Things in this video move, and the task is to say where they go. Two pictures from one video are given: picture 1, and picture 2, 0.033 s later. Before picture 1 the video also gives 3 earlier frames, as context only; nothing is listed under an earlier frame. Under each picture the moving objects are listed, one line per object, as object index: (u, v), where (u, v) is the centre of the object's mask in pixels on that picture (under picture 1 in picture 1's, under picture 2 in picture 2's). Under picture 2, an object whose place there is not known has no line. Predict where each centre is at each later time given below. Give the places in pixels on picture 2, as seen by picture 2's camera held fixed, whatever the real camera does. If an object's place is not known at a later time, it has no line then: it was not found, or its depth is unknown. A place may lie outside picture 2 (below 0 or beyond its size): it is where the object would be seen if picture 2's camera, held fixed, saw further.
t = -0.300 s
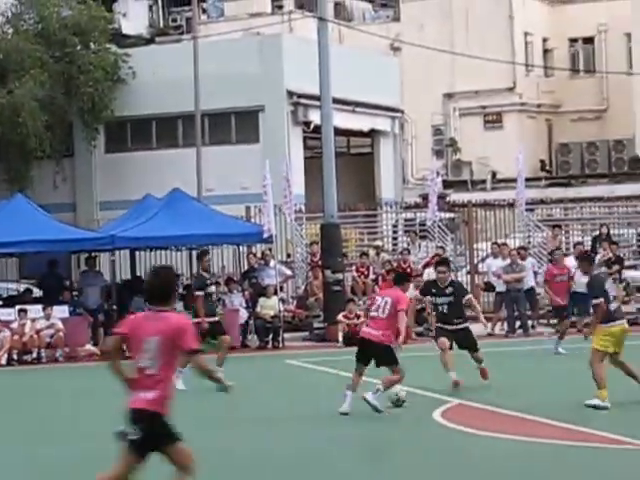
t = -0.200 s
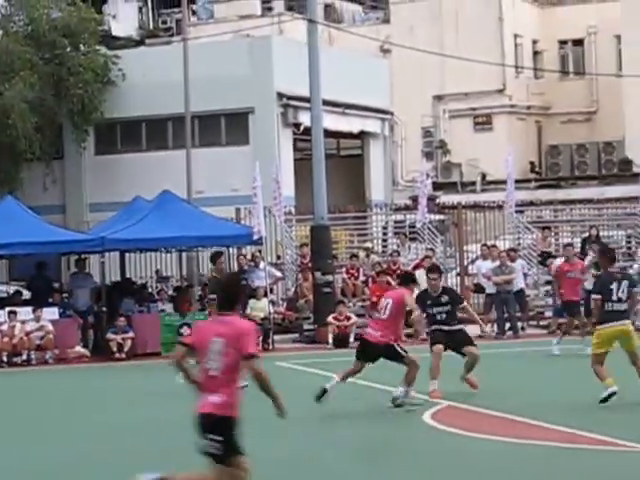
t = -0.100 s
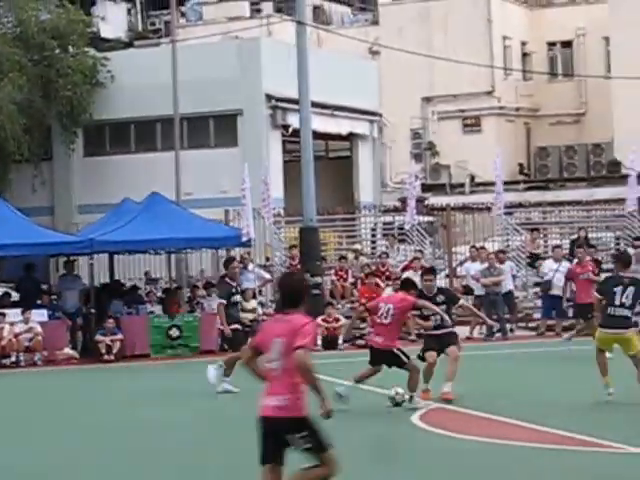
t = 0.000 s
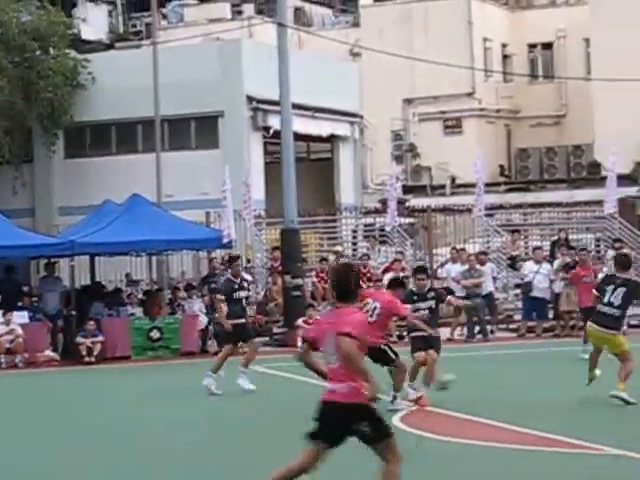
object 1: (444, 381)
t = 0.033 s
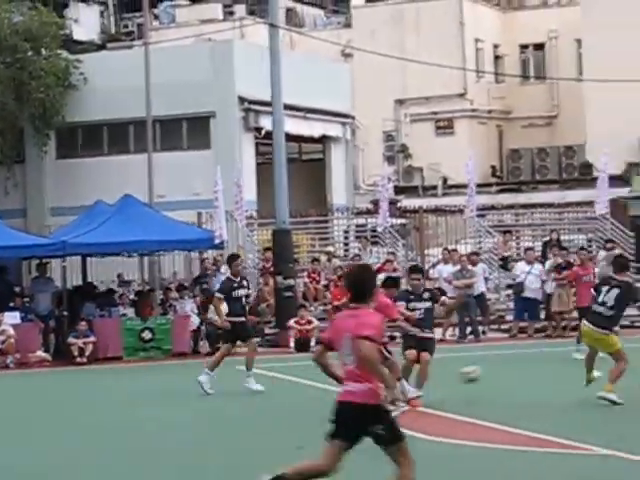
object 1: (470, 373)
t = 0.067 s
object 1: (506, 366)
